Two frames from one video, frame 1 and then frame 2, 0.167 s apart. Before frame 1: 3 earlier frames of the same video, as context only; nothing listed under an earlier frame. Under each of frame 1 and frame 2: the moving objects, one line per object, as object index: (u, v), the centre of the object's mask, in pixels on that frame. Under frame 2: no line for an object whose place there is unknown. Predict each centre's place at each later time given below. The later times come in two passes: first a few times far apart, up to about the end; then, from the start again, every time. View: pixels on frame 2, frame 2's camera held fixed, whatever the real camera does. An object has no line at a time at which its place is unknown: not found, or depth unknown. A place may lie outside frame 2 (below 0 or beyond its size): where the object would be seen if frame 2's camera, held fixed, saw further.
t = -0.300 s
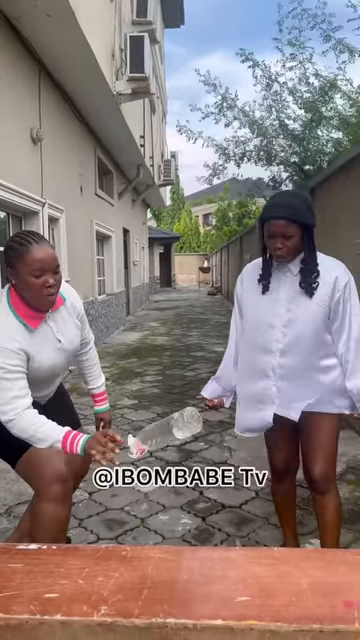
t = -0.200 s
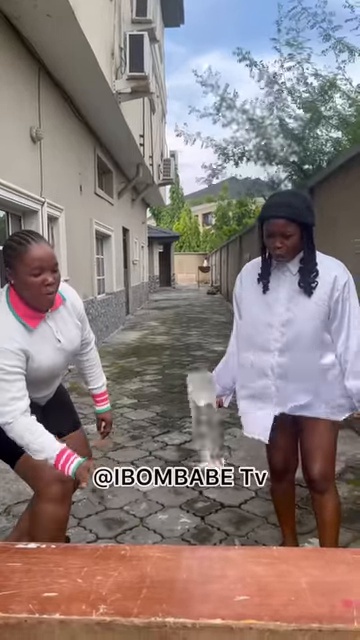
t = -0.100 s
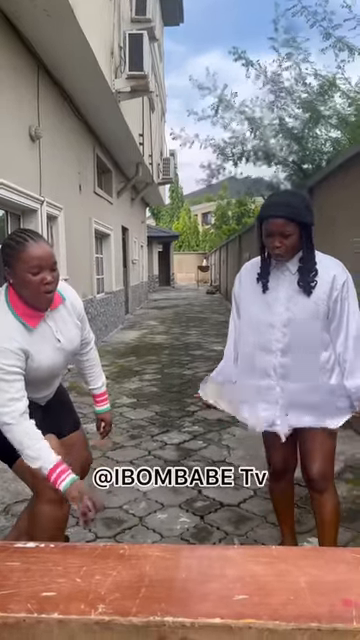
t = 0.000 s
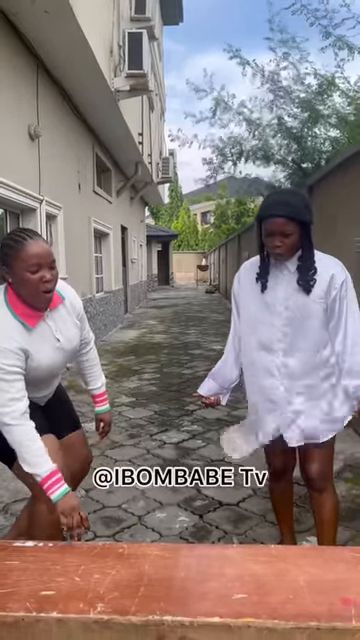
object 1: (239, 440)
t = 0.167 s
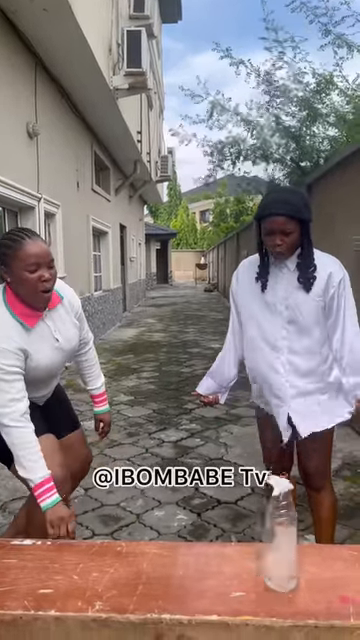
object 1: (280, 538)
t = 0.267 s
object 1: (296, 545)
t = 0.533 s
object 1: (316, 558)
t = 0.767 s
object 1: (316, 559)
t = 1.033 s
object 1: (316, 559)
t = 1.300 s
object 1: (315, 558)
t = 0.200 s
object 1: (285, 540)
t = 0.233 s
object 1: (290, 542)
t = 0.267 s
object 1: (296, 545)
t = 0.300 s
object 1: (301, 548)
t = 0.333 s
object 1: (303, 550)
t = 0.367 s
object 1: (306, 552)
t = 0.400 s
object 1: (309, 555)
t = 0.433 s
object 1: (312, 556)
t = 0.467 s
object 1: (315, 558)
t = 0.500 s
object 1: (316, 558)
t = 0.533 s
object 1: (316, 558)
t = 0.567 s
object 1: (316, 559)
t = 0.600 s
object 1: (316, 559)
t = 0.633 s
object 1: (316, 559)
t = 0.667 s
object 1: (316, 559)
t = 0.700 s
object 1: (316, 559)
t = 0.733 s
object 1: (316, 559)
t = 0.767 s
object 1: (316, 559)
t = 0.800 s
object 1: (316, 559)
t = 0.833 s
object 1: (317, 559)
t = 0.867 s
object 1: (316, 559)
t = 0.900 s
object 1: (316, 559)
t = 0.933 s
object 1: (316, 559)
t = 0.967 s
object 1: (316, 559)
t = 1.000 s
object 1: (316, 559)
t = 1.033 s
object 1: (316, 559)
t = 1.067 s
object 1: (316, 559)
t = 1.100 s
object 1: (316, 559)
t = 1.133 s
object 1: (316, 559)
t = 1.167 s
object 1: (316, 559)
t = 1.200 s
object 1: (316, 558)
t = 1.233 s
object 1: (316, 558)
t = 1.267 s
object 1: (316, 558)
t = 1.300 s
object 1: (315, 558)
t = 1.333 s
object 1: (315, 558)
